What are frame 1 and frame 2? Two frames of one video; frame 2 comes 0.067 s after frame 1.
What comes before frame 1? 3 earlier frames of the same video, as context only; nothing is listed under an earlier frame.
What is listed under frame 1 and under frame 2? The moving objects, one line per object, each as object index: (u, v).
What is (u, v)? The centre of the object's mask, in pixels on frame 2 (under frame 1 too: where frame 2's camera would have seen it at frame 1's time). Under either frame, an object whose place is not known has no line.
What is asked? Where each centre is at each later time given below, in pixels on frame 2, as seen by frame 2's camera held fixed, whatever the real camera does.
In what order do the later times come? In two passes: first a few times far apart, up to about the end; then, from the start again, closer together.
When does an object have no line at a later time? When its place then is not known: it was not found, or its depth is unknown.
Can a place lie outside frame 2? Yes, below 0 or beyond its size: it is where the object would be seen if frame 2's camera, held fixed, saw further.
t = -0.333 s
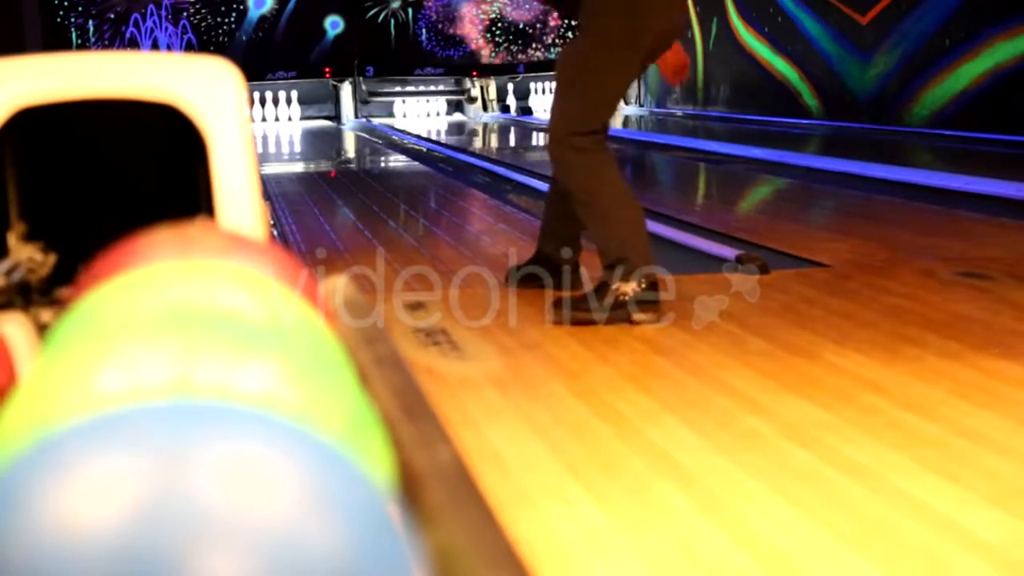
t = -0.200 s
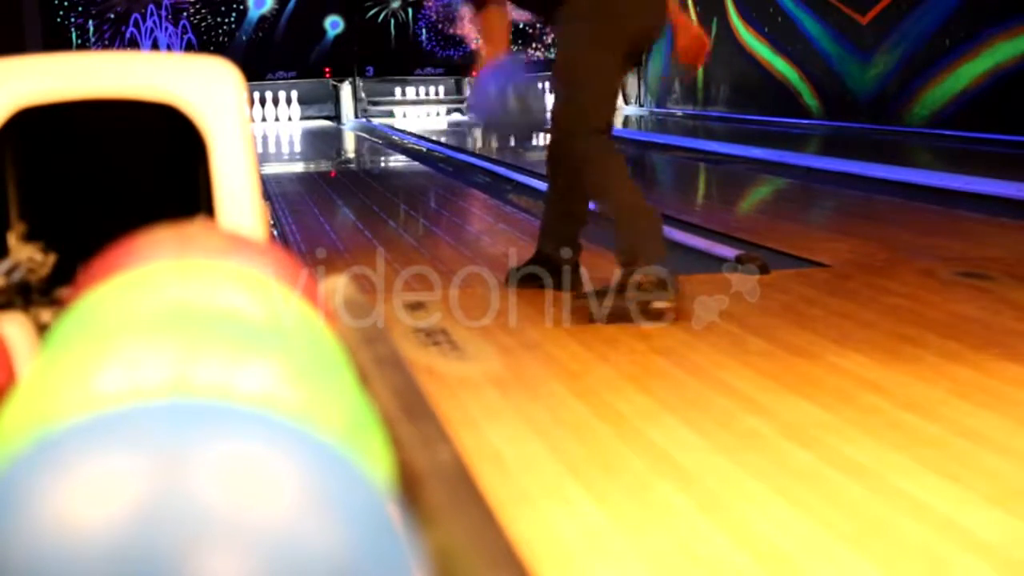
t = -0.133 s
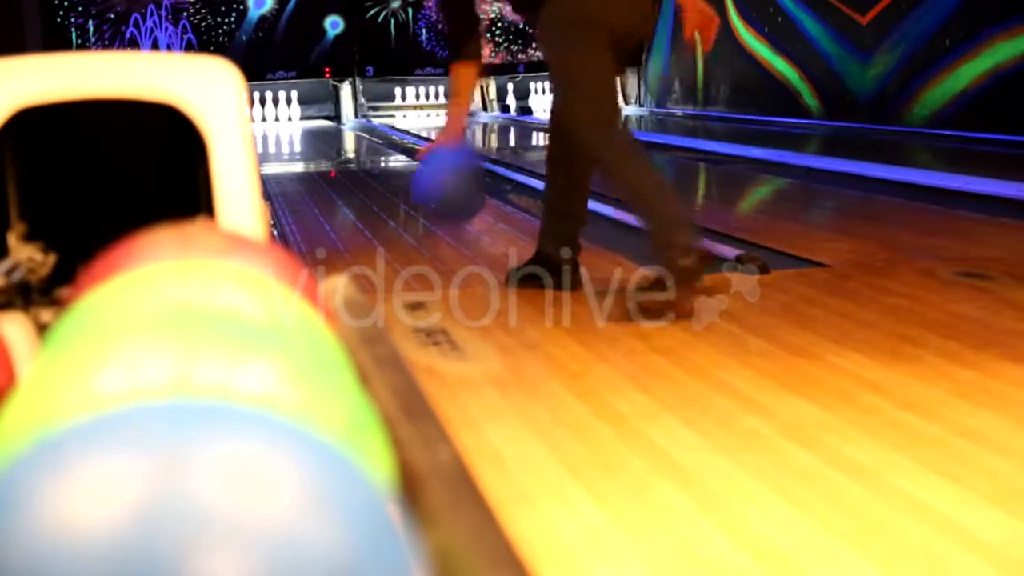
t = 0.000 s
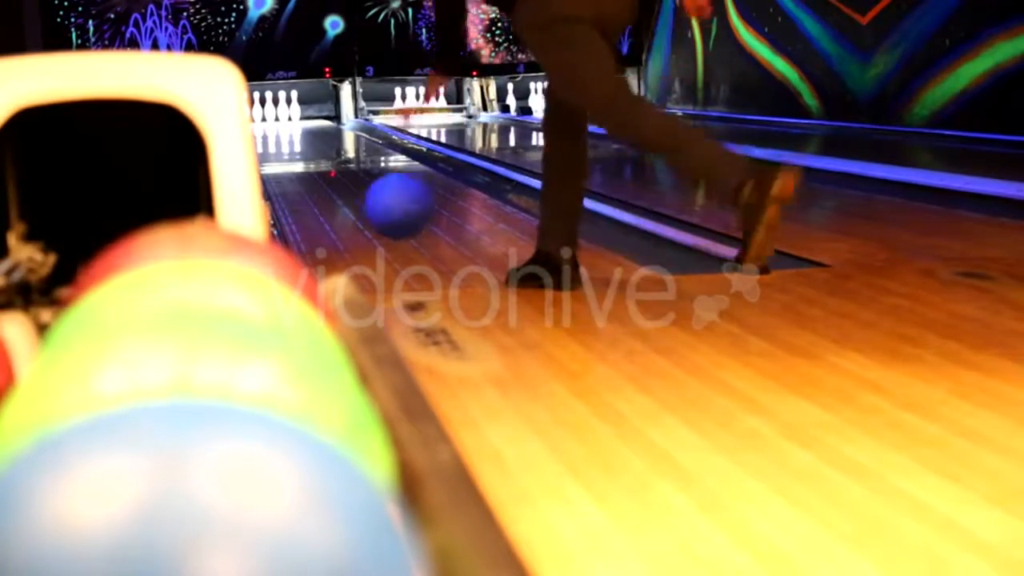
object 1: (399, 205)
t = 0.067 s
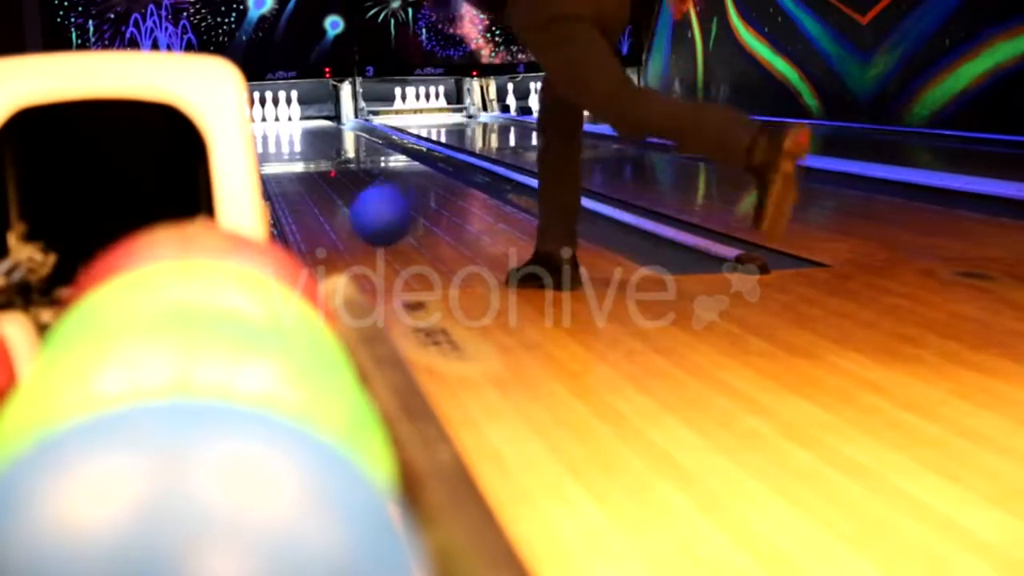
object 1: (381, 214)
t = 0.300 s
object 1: (341, 196)
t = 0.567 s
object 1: (313, 174)
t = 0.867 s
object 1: (295, 156)
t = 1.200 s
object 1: (283, 144)
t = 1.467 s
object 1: (277, 137)
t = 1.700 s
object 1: (274, 132)
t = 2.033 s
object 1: (273, 125)
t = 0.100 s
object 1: (373, 219)
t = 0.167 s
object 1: (362, 212)
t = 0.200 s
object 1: (356, 208)
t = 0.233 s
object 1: (350, 204)
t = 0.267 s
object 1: (346, 201)
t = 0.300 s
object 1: (341, 196)
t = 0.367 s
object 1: (333, 190)
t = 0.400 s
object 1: (329, 188)
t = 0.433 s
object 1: (326, 184)
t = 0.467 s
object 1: (323, 182)
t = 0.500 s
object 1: (319, 179)
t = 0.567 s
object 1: (313, 174)
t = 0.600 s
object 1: (311, 172)
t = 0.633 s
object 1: (309, 170)
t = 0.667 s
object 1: (305, 168)
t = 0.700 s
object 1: (304, 166)
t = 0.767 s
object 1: (301, 162)
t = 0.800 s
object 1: (299, 161)
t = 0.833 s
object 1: (297, 158)
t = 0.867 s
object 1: (295, 156)
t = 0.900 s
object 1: (294, 154)
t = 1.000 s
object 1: (289, 151)
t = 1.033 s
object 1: (288, 149)
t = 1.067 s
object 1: (287, 148)
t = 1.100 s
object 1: (286, 147)
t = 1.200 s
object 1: (283, 144)
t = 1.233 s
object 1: (282, 143)
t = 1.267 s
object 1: (281, 142)
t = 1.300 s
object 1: (280, 141)
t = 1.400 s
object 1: (278, 138)
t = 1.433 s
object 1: (278, 137)
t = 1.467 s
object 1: (277, 137)
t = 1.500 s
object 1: (277, 135)
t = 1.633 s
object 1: (275, 133)
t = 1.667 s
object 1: (275, 132)
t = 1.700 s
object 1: (274, 132)
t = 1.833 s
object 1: (274, 129)
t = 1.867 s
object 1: (273, 128)
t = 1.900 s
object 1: (273, 128)
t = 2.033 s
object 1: (273, 125)
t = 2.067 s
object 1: (273, 124)
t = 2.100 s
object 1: (273, 124)
